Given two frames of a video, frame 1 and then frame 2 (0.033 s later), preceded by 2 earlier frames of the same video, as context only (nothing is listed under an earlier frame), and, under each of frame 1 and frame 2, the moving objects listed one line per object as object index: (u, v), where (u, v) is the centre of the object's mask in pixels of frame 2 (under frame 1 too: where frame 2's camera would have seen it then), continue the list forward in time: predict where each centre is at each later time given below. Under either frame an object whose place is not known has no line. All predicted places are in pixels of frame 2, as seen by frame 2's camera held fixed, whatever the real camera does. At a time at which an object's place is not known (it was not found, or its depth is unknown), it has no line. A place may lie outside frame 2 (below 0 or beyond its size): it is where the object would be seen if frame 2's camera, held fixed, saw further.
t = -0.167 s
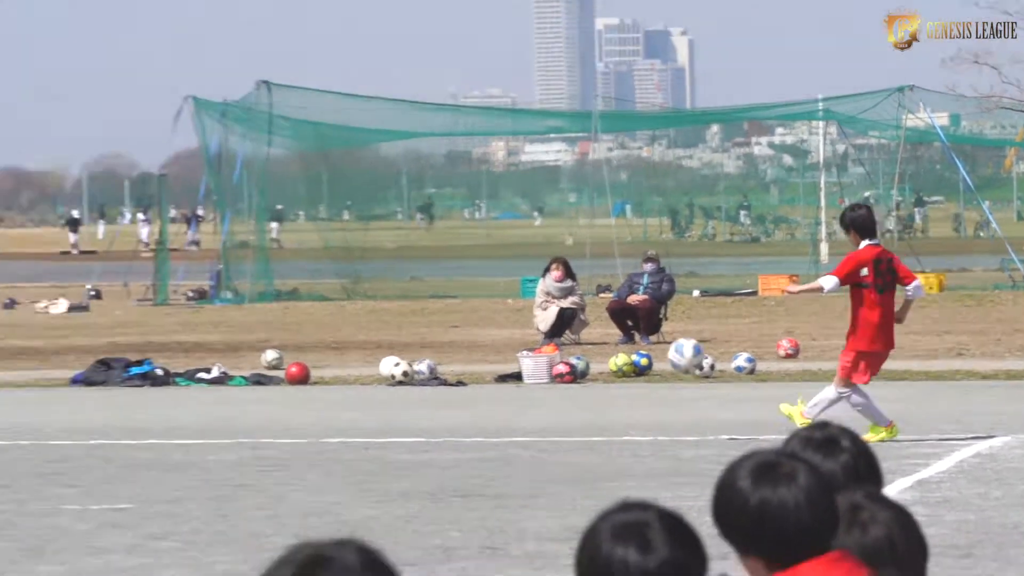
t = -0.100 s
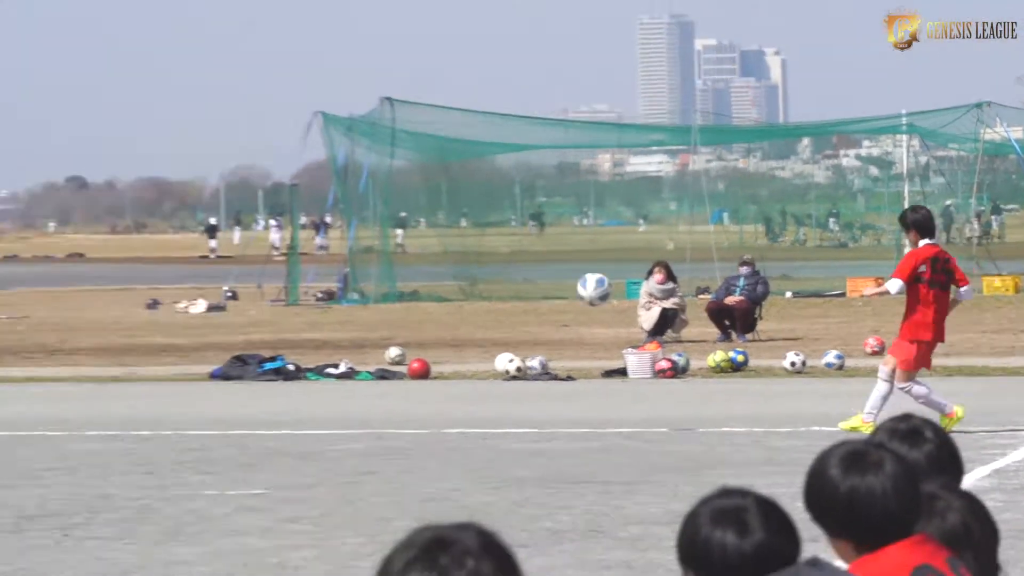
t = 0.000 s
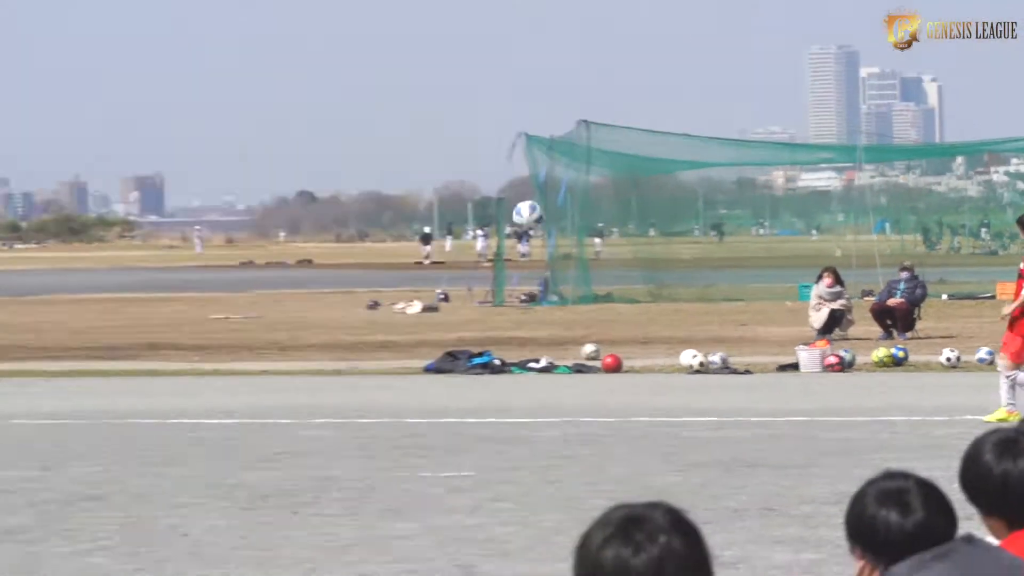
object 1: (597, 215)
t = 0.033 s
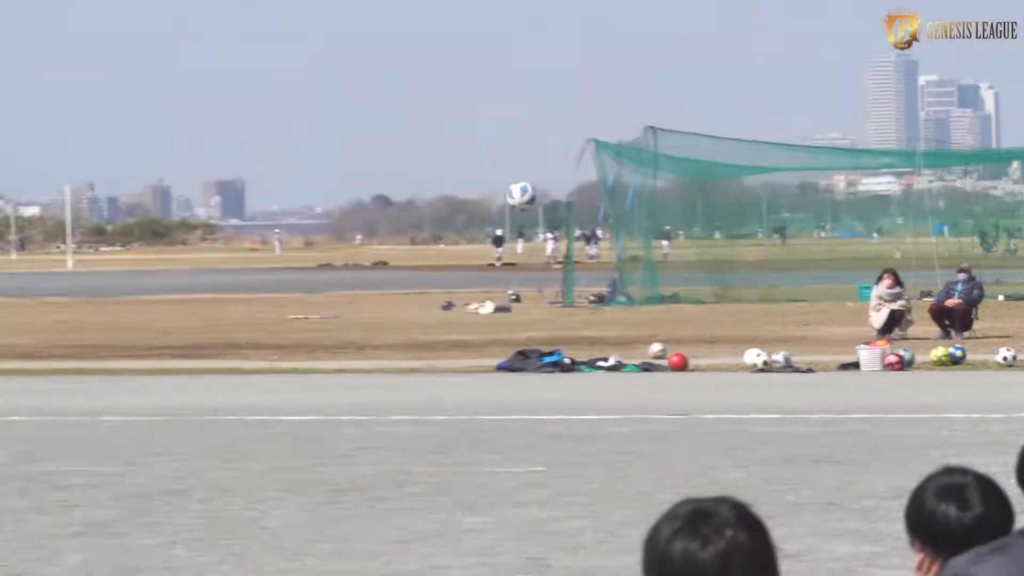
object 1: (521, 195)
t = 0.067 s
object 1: (447, 178)
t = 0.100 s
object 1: (374, 161)
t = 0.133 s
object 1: (304, 144)
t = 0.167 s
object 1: (234, 128)
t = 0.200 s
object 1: (165, 112)
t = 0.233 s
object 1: (98, 98)
